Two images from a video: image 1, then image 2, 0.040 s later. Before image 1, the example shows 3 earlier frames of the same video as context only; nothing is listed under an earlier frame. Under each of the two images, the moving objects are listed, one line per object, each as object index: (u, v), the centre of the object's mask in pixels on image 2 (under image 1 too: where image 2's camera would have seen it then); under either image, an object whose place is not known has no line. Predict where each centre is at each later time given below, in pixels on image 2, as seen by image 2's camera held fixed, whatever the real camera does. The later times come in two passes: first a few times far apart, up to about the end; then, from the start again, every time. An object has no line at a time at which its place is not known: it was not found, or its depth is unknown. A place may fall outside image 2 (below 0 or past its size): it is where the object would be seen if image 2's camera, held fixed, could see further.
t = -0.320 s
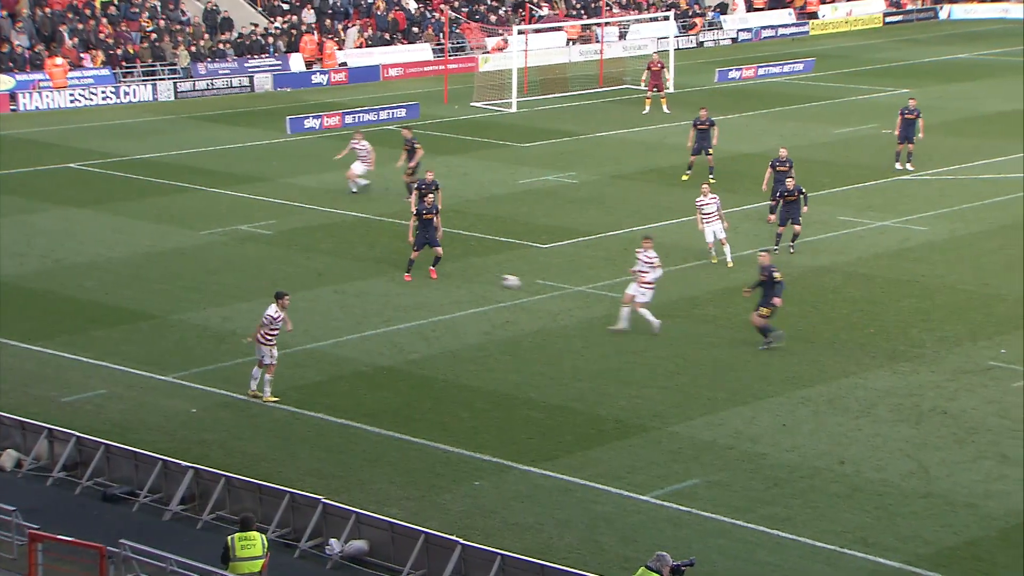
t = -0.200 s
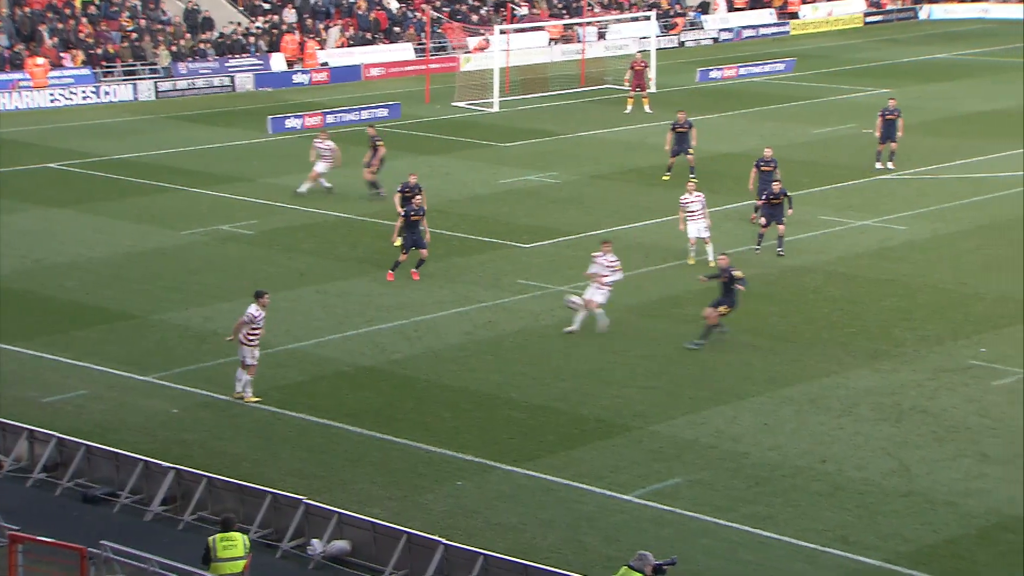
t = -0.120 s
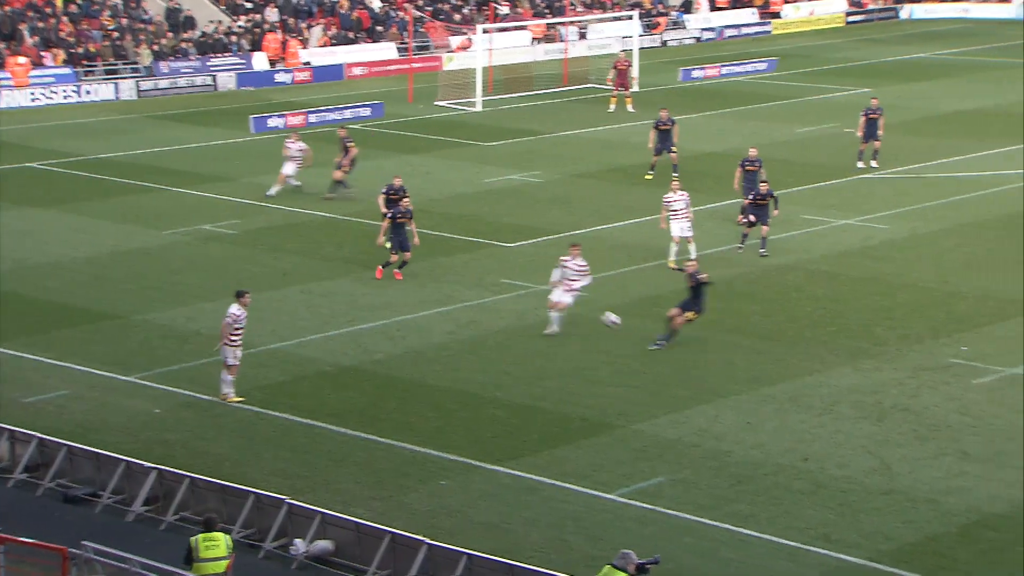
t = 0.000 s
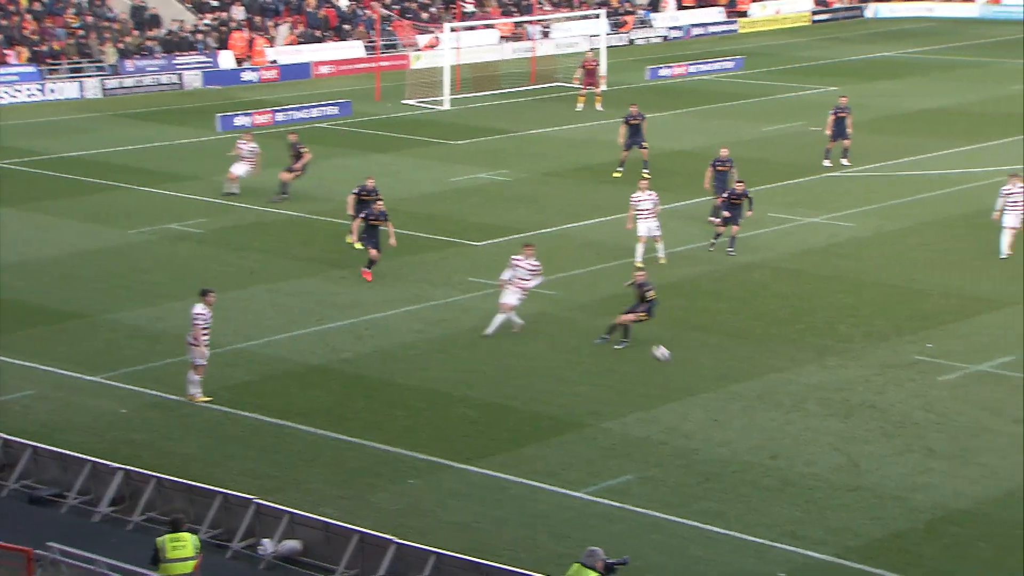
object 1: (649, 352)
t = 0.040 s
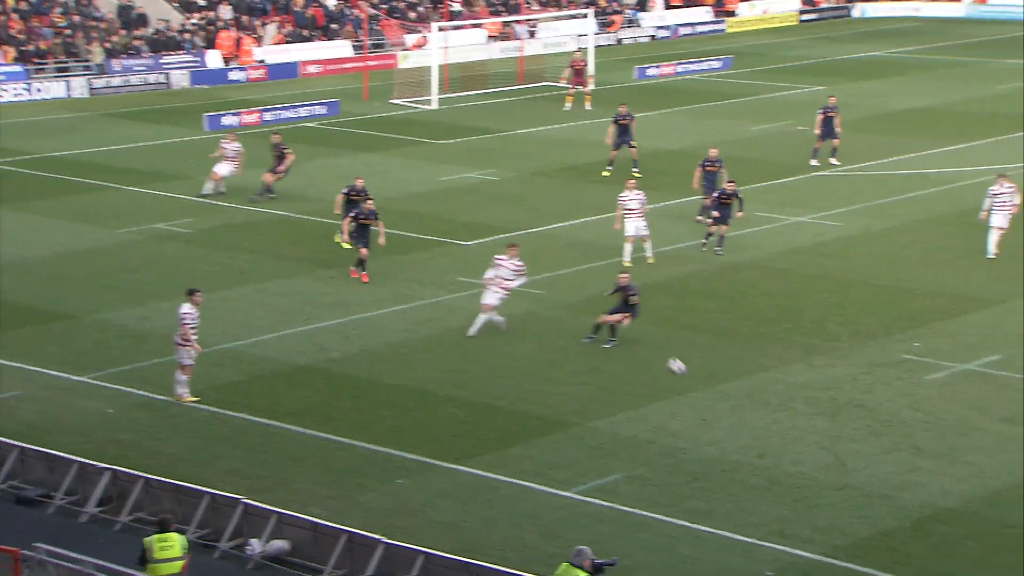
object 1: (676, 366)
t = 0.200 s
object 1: (785, 432)
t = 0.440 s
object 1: (896, 383)
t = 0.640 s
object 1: (991, 370)
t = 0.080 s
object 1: (703, 381)
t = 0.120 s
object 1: (730, 397)
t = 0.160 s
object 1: (758, 414)
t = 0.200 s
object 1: (785, 432)
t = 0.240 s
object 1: (805, 423)
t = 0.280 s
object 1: (823, 413)
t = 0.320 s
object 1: (841, 403)
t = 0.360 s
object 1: (859, 396)
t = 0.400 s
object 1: (878, 388)
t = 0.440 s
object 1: (896, 383)
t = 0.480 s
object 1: (915, 378)
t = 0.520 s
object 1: (935, 374)
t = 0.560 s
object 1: (953, 371)
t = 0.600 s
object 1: (972, 370)
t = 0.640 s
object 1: (991, 370)
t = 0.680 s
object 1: (1011, 371)
